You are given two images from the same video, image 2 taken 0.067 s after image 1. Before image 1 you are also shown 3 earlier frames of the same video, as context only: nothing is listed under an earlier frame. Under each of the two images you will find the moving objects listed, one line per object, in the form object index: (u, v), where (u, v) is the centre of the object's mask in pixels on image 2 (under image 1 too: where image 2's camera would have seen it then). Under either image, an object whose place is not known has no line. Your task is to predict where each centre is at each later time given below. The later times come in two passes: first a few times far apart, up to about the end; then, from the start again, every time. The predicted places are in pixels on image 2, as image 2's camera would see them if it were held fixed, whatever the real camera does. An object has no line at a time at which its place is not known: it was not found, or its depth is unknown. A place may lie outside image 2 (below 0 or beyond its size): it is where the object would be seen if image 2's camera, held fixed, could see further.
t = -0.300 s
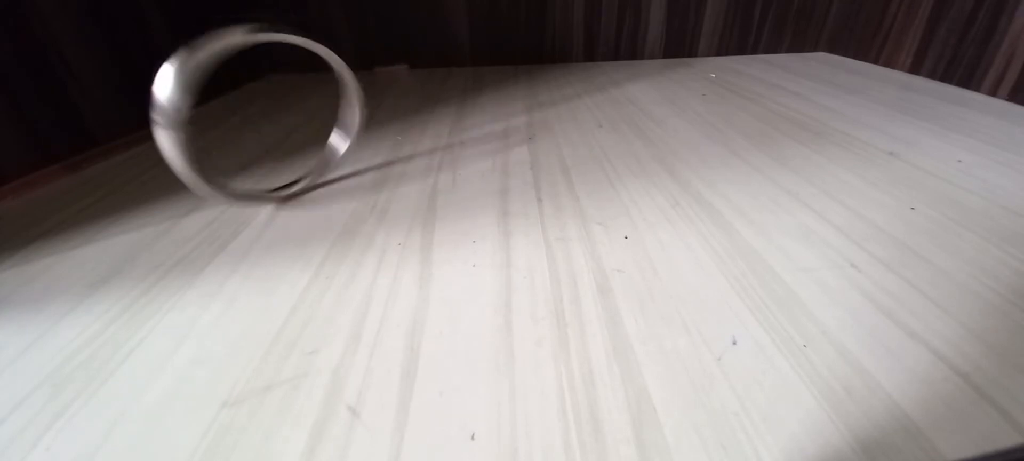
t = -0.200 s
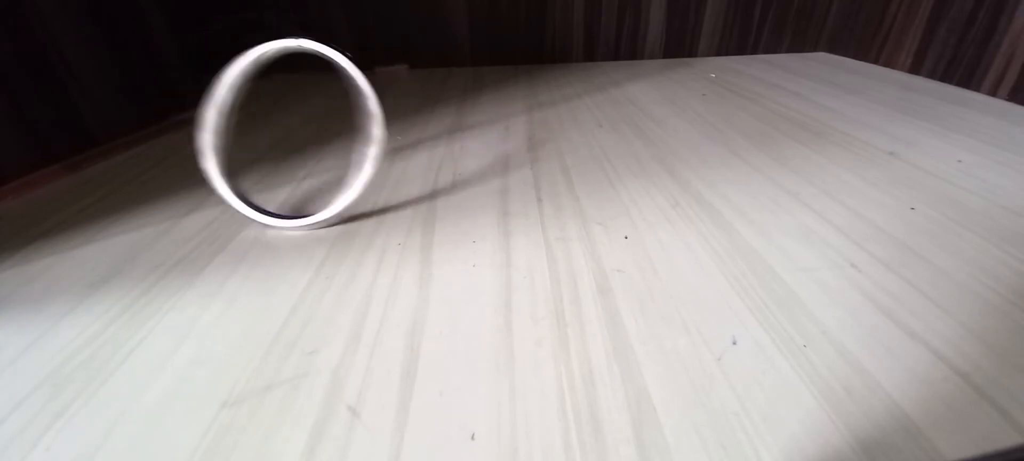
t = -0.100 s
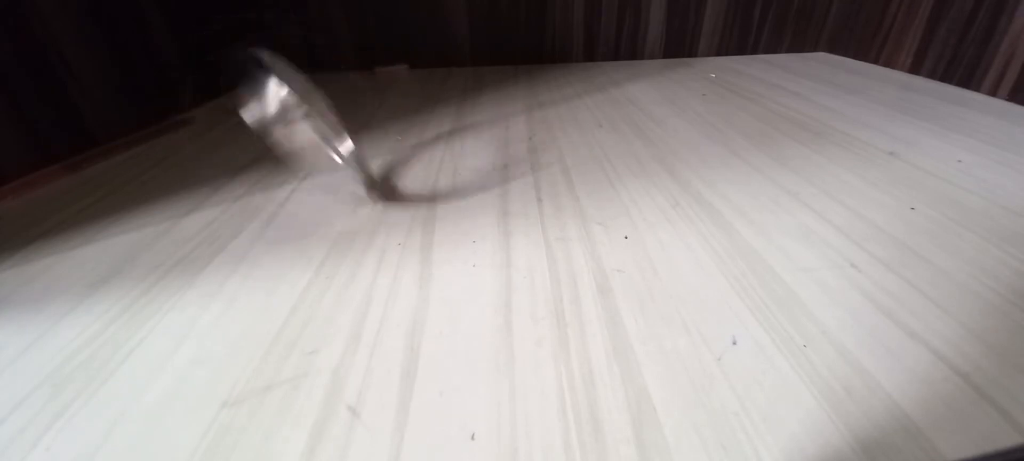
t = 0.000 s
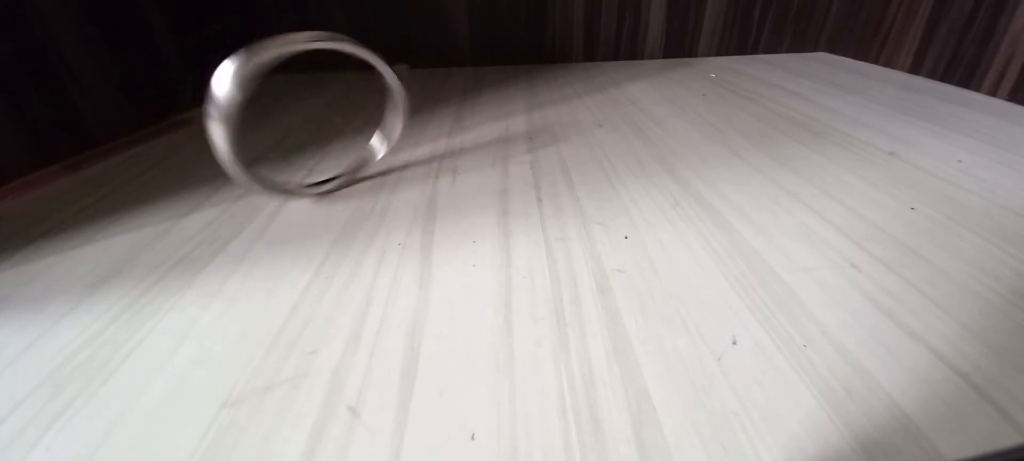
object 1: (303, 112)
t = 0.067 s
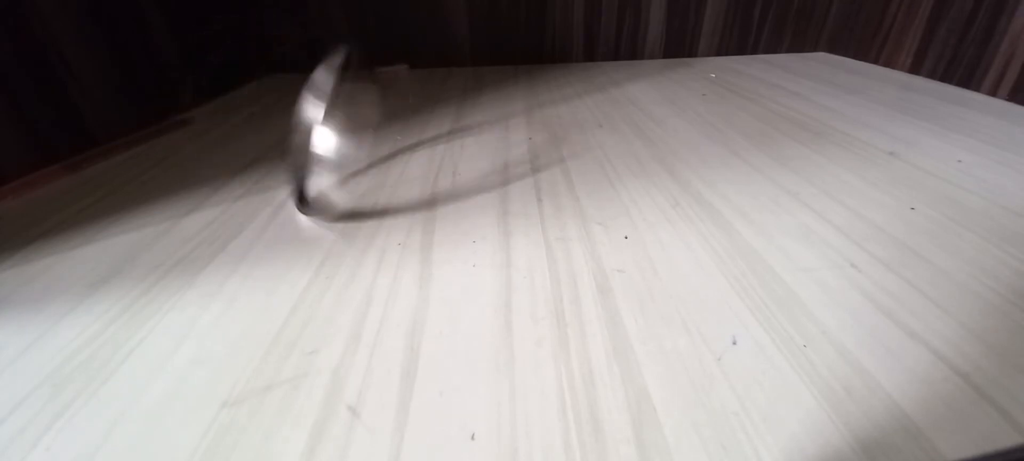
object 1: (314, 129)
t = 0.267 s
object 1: (361, 101)
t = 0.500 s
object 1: (391, 103)
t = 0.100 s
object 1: (335, 132)
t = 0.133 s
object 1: (337, 132)
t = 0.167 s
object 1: (309, 123)
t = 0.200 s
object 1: (351, 117)
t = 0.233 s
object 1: (363, 104)
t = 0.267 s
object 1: (361, 101)
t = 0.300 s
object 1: (355, 102)
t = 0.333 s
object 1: (363, 103)
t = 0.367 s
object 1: (383, 119)
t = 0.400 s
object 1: (343, 101)
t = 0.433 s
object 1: (391, 121)
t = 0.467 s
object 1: (396, 101)
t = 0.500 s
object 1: (391, 103)
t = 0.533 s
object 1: (395, 99)
